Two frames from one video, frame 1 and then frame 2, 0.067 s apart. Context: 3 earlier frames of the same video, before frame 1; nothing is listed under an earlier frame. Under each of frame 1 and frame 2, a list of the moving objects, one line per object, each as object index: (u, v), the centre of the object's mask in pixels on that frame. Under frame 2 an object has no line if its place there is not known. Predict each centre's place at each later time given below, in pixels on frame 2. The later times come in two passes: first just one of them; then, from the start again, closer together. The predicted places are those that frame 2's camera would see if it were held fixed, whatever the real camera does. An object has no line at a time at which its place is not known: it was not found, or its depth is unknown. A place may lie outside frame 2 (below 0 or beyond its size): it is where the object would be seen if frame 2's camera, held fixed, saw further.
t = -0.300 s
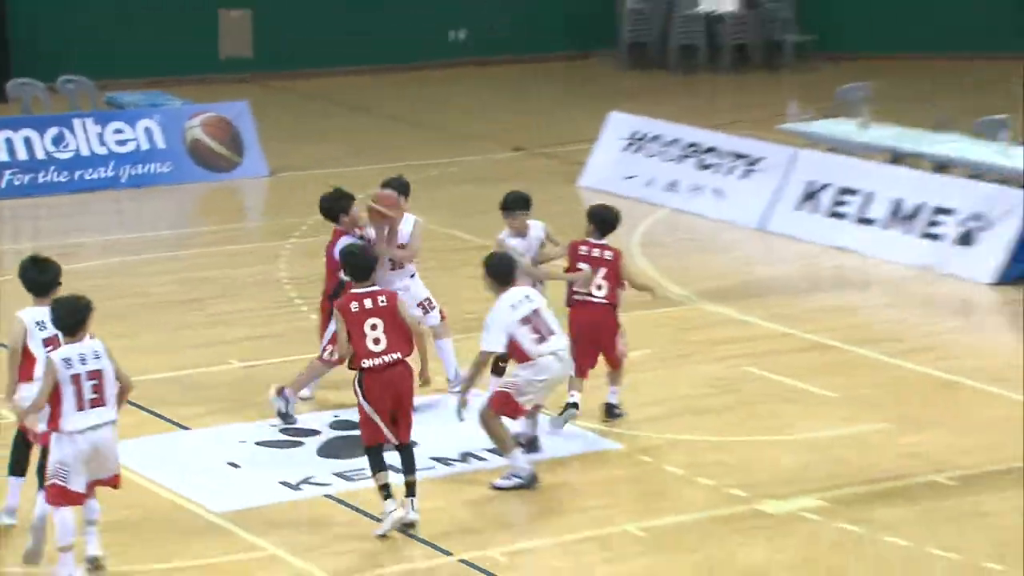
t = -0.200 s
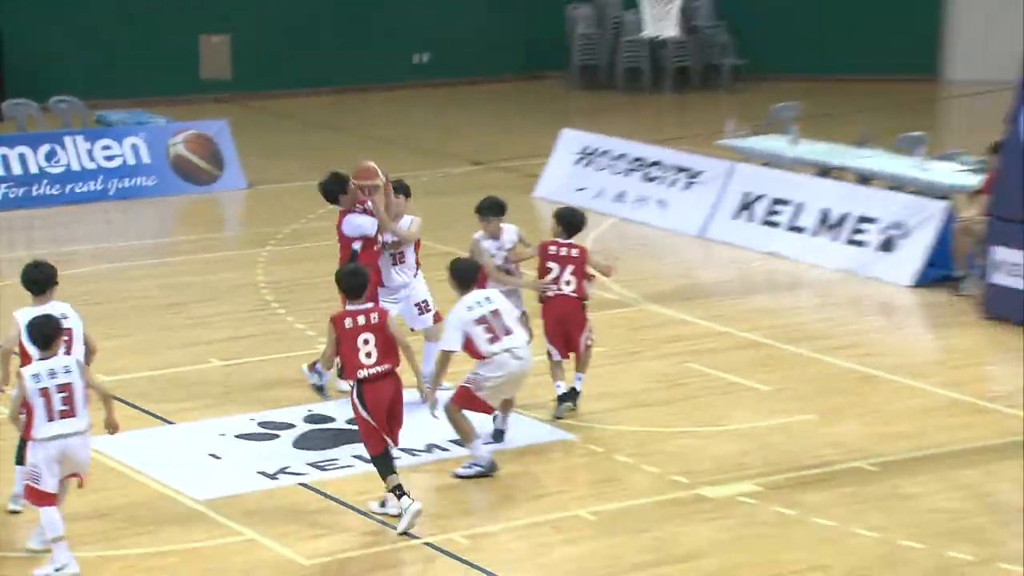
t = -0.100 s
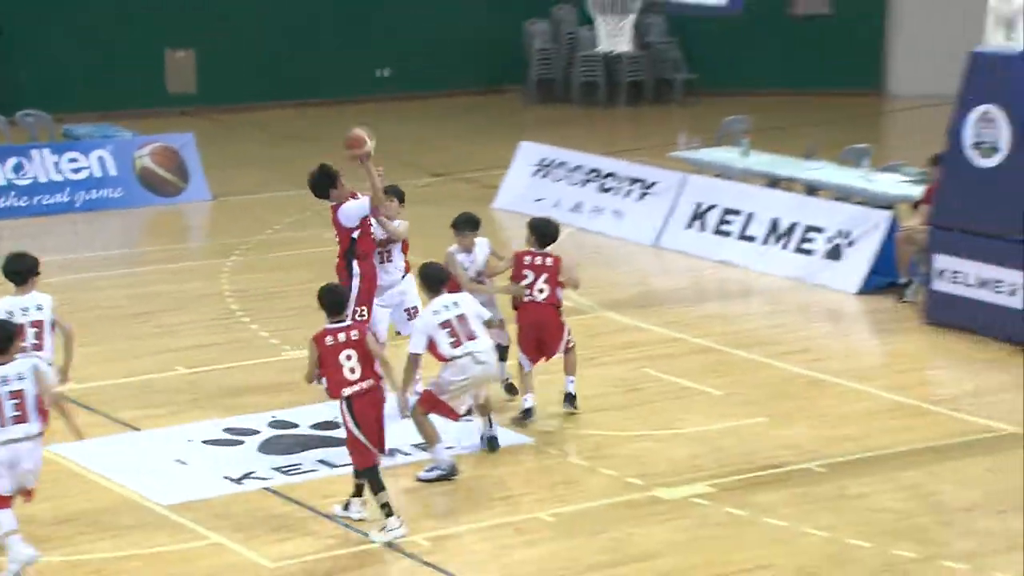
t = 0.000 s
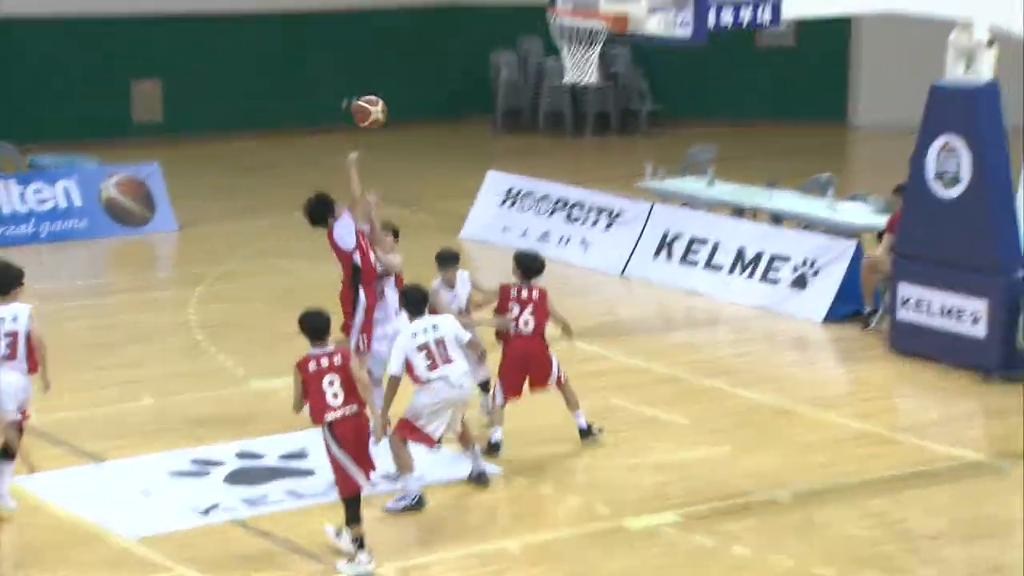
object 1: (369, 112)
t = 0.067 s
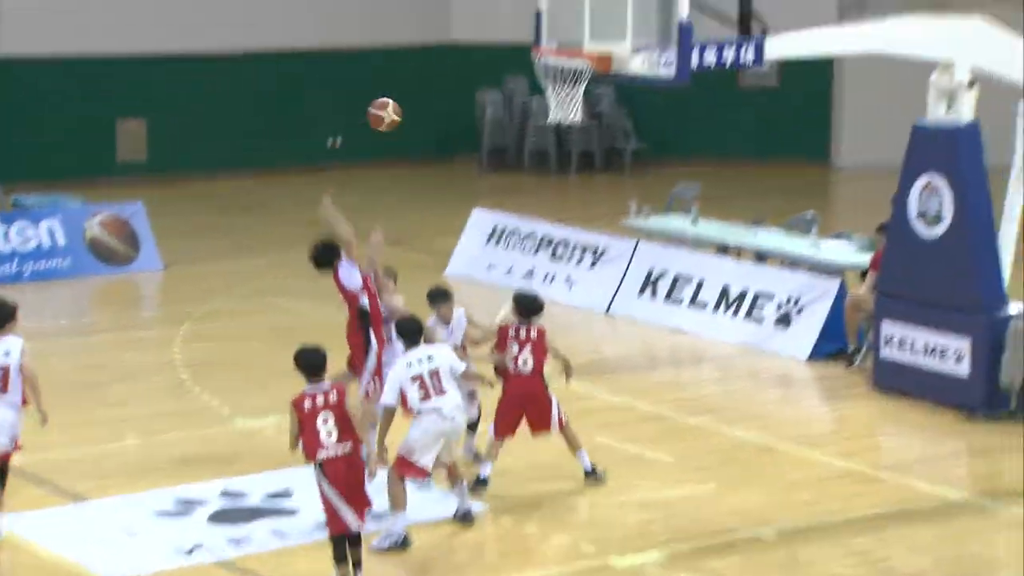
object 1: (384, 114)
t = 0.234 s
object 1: (459, 52)
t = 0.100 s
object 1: (400, 97)
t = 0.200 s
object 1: (444, 60)
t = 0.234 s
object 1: (459, 52)
